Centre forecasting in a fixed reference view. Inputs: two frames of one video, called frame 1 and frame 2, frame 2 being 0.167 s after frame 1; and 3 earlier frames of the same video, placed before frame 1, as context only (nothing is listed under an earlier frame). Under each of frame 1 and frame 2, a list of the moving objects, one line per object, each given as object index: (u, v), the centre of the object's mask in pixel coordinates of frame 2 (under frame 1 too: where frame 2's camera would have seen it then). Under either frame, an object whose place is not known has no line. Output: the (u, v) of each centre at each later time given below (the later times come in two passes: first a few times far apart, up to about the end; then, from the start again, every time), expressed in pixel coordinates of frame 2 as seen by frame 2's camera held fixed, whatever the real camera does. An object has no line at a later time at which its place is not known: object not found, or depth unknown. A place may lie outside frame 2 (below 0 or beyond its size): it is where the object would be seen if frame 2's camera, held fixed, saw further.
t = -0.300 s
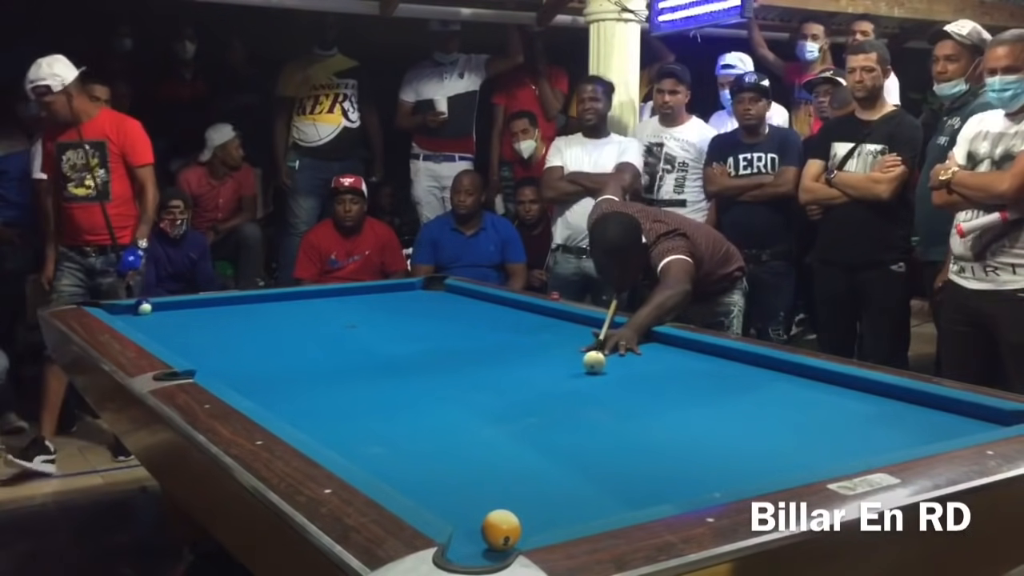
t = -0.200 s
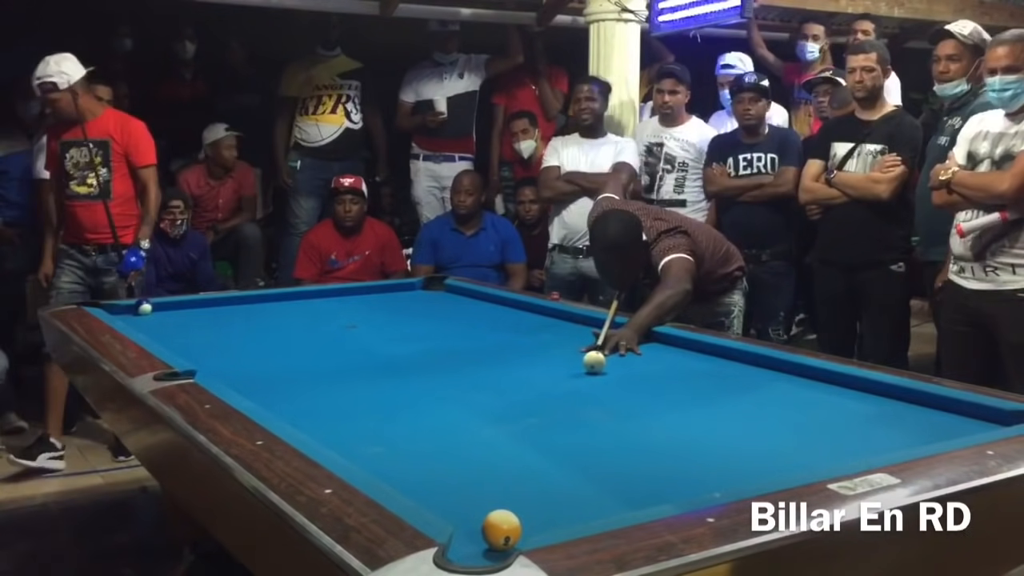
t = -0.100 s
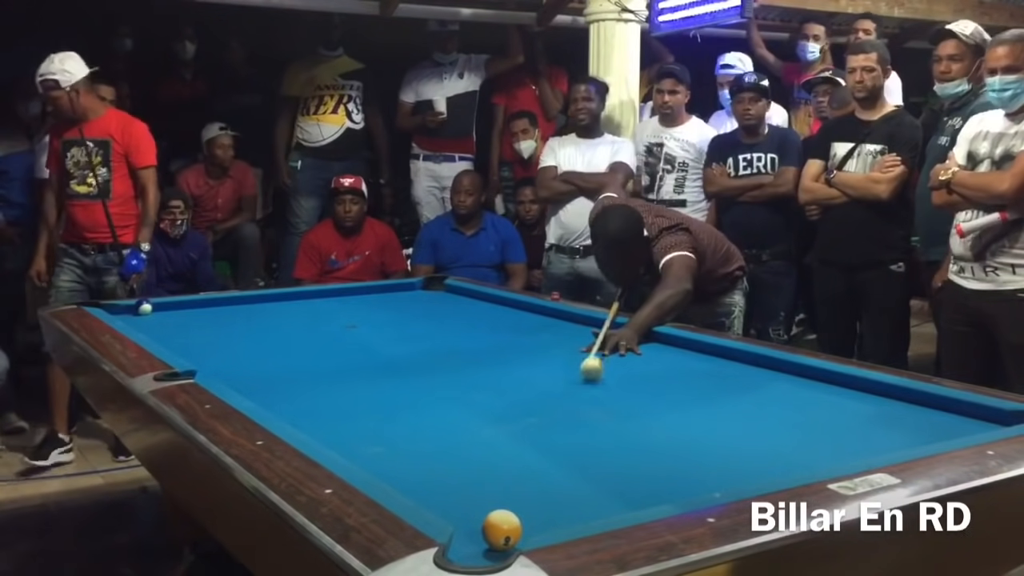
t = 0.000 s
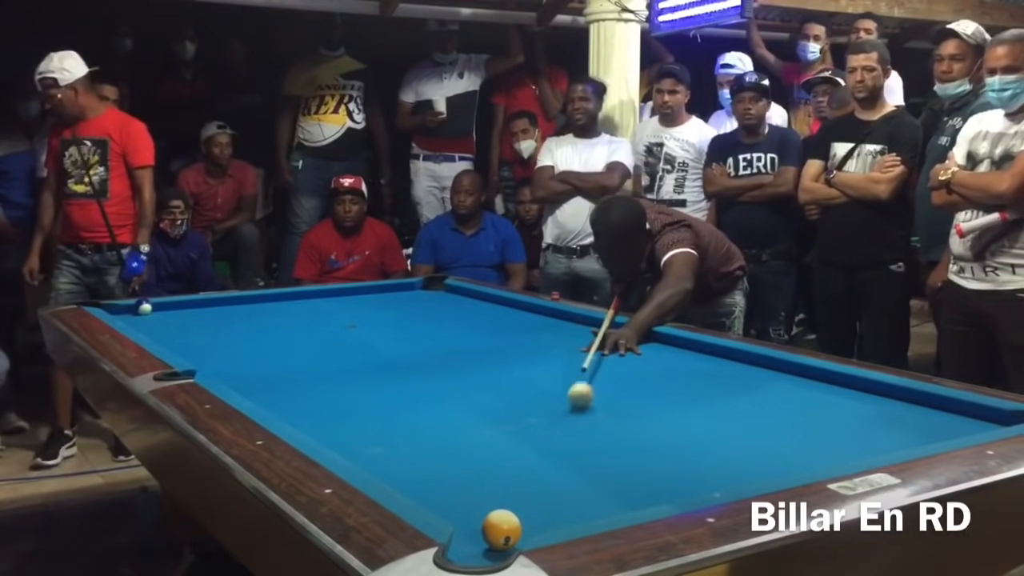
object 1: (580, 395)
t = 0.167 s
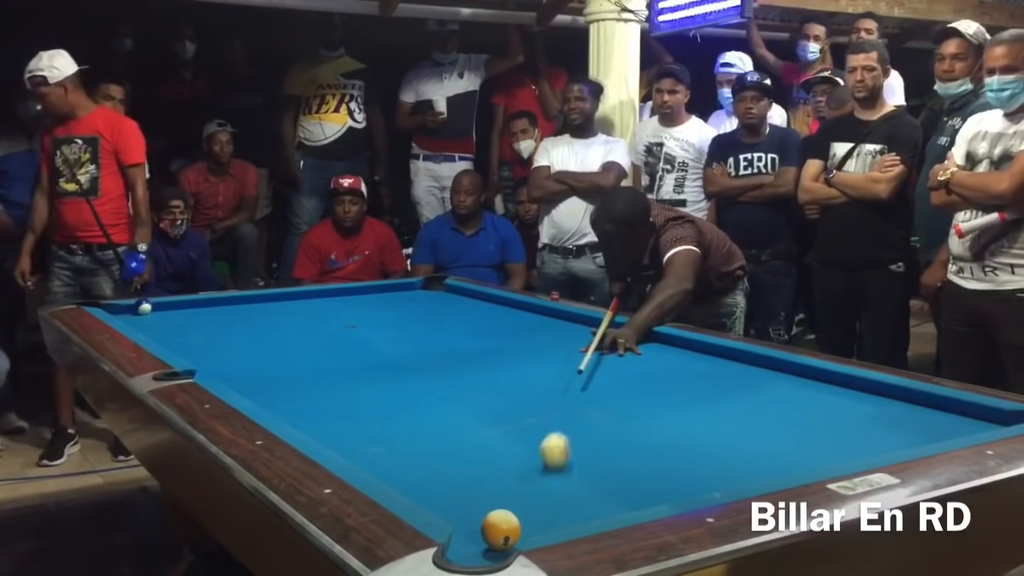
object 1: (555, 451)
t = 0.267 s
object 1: (534, 498)
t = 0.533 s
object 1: (481, 512)
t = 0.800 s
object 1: (424, 485)
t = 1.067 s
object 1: (426, 459)
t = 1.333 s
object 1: (427, 437)
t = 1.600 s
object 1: (427, 419)
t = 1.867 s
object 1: (427, 404)
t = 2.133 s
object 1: (427, 391)
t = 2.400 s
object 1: (426, 380)
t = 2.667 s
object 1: (426, 370)
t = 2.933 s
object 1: (425, 362)
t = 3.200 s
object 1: (424, 355)
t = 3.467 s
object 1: (424, 349)
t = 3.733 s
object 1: (423, 343)
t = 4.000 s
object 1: (423, 338)
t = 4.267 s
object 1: (423, 334)
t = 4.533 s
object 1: (423, 330)
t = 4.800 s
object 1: (423, 327)
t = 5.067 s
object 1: (423, 325)
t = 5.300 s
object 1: (423, 322)
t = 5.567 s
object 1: (422, 321)
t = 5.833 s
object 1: (422, 319)
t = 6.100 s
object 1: (422, 318)
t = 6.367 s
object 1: (423, 317)
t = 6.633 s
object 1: (422, 316)
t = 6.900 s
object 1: (422, 316)
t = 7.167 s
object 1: (422, 316)
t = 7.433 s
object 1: (422, 316)
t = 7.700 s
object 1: (422, 316)
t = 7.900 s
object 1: (422, 316)
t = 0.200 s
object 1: (549, 464)
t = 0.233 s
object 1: (543, 480)
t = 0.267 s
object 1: (534, 498)
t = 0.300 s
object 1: (529, 513)
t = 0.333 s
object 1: (539, 519)
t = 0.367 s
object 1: (553, 520)
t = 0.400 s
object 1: (545, 520)
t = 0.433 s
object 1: (530, 519)
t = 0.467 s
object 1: (514, 517)
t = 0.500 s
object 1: (498, 515)
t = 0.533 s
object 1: (481, 512)
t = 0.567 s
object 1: (465, 509)
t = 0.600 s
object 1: (450, 505)
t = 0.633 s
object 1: (435, 501)
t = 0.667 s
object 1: (424, 497)
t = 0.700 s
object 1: (425, 494)
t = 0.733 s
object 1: (425, 492)
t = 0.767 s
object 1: (424, 489)
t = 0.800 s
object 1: (424, 485)
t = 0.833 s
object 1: (425, 482)
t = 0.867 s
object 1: (425, 478)
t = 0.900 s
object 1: (426, 475)
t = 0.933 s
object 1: (426, 471)
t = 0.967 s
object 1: (426, 468)
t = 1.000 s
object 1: (426, 465)
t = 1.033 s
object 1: (426, 462)
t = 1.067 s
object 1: (426, 459)
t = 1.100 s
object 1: (426, 456)
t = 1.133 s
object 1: (427, 453)
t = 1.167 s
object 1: (427, 450)
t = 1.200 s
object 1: (427, 447)
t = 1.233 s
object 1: (427, 445)
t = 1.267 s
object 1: (427, 442)
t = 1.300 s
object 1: (427, 440)
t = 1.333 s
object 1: (427, 437)
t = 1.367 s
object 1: (427, 435)
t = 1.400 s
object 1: (428, 432)
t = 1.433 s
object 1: (428, 430)
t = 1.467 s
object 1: (428, 428)
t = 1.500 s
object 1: (428, 425)
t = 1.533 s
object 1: (428, 423)
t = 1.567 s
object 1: (427, 421)
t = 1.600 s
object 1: (427, 419)
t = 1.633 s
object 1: (427, 417)
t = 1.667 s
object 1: (427, 415)
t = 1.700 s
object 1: (427, 413)
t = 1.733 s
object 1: (427, 411)
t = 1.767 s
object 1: (427, 409)
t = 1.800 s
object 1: (427, 407)
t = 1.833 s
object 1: (427, 405)
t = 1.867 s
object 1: (427, 404)
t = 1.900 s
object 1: (427, 402)
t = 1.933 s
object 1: (427, 401)
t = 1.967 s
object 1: (427, 399)
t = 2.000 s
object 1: (427, 397)
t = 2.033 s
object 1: (427, 396)
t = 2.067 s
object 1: (427, 394)
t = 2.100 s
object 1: (427, 392)
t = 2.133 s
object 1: (427, 391)
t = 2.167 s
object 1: (426, 390)
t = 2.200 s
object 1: (426, 389)
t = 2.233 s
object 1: (426, 386)
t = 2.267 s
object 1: (426, 385)
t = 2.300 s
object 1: (426, 384)
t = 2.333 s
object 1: (426, 383)
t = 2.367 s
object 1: (426, 381)
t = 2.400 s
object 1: (426, 380)
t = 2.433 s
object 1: (426, 379)
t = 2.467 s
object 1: (426, 377)
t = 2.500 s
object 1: (426, 376)
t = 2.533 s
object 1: (426, 375)
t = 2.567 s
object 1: (426, 374)
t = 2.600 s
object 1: (426, 373)
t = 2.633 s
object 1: (426, 372)
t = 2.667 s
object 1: (426, 370)
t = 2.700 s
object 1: (425, 369)
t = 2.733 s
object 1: (425, 368)
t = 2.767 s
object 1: (425, 367)
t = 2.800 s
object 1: (425, 366)
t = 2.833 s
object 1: (425, 365)
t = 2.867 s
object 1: (425, 364)
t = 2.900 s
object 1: (425, 363)
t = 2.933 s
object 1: (425, 362)
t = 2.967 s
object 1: (425, 361)
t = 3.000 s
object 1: (425, 360)
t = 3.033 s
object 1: (425, 359)
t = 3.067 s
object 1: (425, 359)
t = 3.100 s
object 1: (425, 358)
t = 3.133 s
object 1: (424, 357)
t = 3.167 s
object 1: (425, 356)
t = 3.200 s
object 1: (424, 355)
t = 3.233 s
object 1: (424, 354)
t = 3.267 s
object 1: (424, 354)
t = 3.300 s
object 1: (424, 353)
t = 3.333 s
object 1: (424, 352)
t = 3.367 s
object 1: (424, 351)
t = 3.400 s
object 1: (424, 351)
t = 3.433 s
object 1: (424, 349)
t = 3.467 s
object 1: (424, 349)
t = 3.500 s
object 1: (424, 348)
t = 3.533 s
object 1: (424, 347)
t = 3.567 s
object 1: (424, 347)
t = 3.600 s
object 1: (424, 346)
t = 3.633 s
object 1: (424, 345)
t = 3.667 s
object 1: (424, 344)
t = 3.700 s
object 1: (423, 344)
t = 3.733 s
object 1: (423, 343)
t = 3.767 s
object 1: (423, 342)
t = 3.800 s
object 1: (423, 342)
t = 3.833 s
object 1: (423, 341)
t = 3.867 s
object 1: (423, 341)
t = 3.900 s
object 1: (423, 340)
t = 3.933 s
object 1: (423, 339)
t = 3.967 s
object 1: (423, 339)
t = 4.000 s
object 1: (423, 338)
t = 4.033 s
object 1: (423, 338)
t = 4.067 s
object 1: (423, 337)
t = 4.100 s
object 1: (423, 337)
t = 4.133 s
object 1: (423, 336)
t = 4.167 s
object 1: (423, 336)
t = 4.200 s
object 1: (423, 335)
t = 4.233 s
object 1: (423, 334)
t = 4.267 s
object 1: (423, 334)
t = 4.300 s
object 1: (423, 334)
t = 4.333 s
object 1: (423, 333)
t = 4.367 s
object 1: (423, 332)
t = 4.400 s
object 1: (423, 332)
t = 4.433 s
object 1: (423, 331)
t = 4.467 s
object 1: (423, 331)
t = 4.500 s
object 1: (423, 331)
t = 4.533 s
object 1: (423, 330)
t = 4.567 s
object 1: (423, 330)
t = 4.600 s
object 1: (423, 329)
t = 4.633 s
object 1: (423, 329)
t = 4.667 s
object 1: (423, 329)
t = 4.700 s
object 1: (423, 328)
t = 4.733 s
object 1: (423, 328)
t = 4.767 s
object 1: (423, 328)
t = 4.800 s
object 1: (423, 327)
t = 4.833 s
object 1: (423, 327)
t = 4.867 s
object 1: (423, 327)
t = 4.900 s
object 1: (423, 326)
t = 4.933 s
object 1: (423, 326)
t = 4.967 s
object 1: (423, 326)
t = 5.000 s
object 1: (423, 325)
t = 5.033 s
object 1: (423, 325)
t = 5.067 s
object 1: (423, 325)
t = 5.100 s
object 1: (423, 324)
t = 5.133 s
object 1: (423, 324)
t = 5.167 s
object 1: (423, 324)
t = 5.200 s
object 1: (423, 323)
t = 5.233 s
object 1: (423, 323)
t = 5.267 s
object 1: (423, 323)
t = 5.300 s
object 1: (423, 322)
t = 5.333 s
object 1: (423, 322)
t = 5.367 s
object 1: (423, 322)
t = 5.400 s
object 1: (422, 322)
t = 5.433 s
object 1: (422, 321)
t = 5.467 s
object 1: (422, 321)
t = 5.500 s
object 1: (422, 321)
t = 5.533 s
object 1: (422, 321)
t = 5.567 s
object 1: (422, 321)
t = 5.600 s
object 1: (422, 320)
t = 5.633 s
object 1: (423, 320)
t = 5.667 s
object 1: (422, 320)
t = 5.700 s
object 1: (422, 320)
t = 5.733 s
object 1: (422, 319)
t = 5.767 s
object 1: (422, 319)
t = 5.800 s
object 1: (422, 319)
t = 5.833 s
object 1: (422, 319)
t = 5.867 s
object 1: (422, 319)
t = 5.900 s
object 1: (422, 319)
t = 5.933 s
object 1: (422, 318)
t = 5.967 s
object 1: (422, 318)
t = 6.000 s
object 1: (422, 318)
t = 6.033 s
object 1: (422, 318)
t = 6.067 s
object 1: (422, 318)
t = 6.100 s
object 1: (422, 318)
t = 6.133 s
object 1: (422, 318)
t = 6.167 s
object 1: (422, 317)
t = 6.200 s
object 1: (422, 317)
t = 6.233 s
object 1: (422, 317)
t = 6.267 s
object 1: (423, 317)
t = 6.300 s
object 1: (423, 317)
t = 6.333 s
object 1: (423, 317)
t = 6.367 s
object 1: (423, 317)
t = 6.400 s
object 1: (423, 317)
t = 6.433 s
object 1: (423, 316)
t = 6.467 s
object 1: (422, 316)
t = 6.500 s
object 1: (422, 316)
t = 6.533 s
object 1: (422, 316)
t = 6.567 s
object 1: (422, 316)
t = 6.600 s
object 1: (422, 316)
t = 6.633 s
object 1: (422, 316)
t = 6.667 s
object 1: (422, 316)
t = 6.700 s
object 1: (422, 316)
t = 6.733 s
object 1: (422, 316)
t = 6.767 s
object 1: (422, 316)
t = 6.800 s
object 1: (422, 316)
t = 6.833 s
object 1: (422, 316)
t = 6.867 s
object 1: (422, 316)
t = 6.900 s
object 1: (422, 316)
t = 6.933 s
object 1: (422, 316)
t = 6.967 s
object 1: (422, 316)
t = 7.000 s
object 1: (422, 316)
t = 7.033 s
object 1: (422, 316)
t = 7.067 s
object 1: (422, 316)
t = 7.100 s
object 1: (422, 316)
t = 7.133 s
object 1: (422, 316)
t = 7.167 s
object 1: (422, 316)
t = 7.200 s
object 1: (422, 316)
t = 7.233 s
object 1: (422, 316)
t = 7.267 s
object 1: (422, 316)
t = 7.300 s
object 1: (422, 316)
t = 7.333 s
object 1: (422, 316)
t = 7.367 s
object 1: (422, 316)
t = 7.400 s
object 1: (422, 316)
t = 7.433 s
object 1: (422, 316)
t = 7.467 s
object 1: (422, 316)
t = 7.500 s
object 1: (422, 316)
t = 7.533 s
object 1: (422, 316)
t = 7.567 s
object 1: (422, 316)
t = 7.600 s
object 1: (422, 316)
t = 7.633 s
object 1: (422, 316)
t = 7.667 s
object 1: (422, 316)
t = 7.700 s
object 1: (422, 316)
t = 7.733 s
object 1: (422, 316)
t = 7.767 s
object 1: (422, 316)
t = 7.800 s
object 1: (422, 316)
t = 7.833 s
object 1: (422, 316)
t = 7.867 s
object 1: (422, 316)
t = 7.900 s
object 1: (422, 316)
